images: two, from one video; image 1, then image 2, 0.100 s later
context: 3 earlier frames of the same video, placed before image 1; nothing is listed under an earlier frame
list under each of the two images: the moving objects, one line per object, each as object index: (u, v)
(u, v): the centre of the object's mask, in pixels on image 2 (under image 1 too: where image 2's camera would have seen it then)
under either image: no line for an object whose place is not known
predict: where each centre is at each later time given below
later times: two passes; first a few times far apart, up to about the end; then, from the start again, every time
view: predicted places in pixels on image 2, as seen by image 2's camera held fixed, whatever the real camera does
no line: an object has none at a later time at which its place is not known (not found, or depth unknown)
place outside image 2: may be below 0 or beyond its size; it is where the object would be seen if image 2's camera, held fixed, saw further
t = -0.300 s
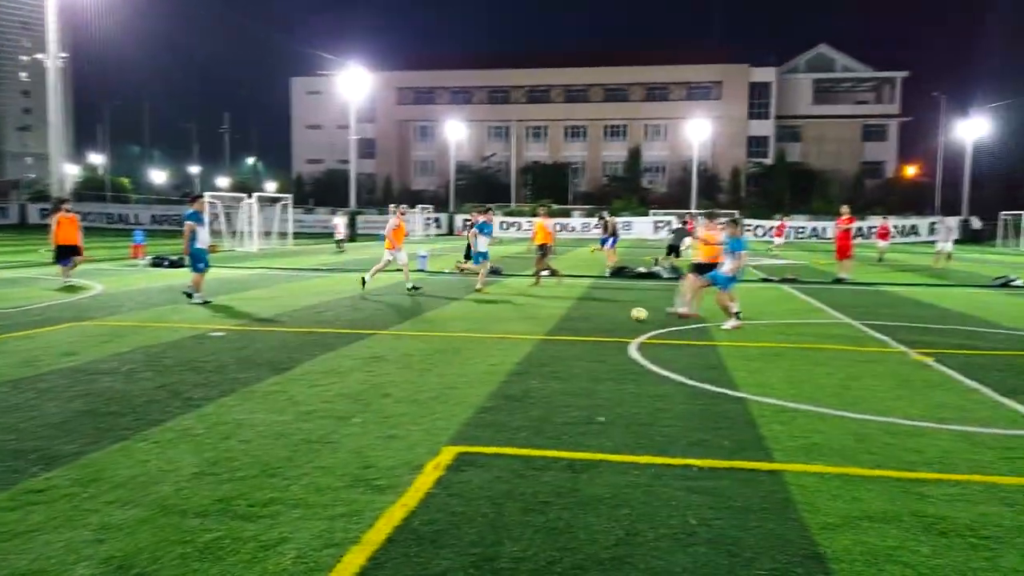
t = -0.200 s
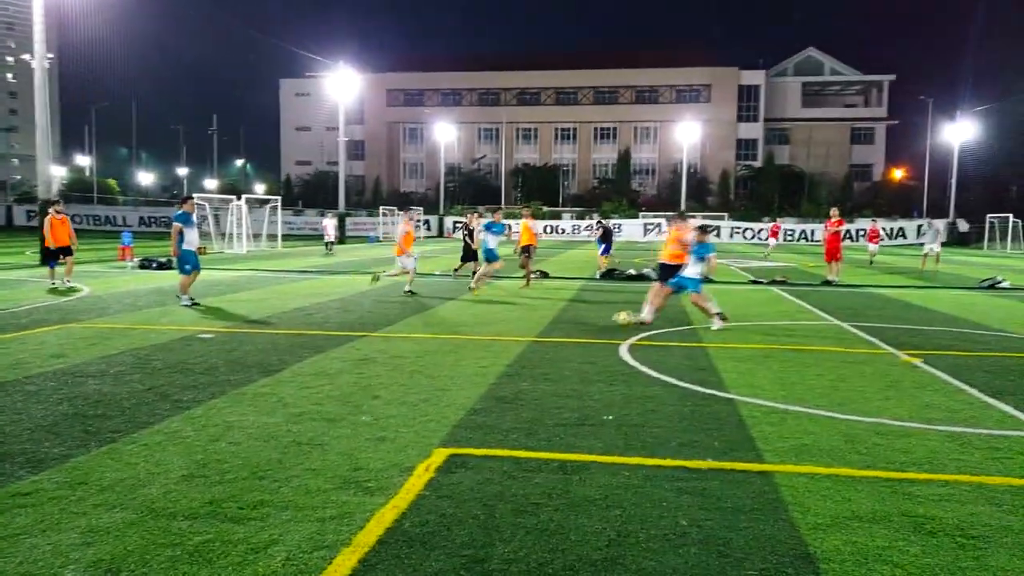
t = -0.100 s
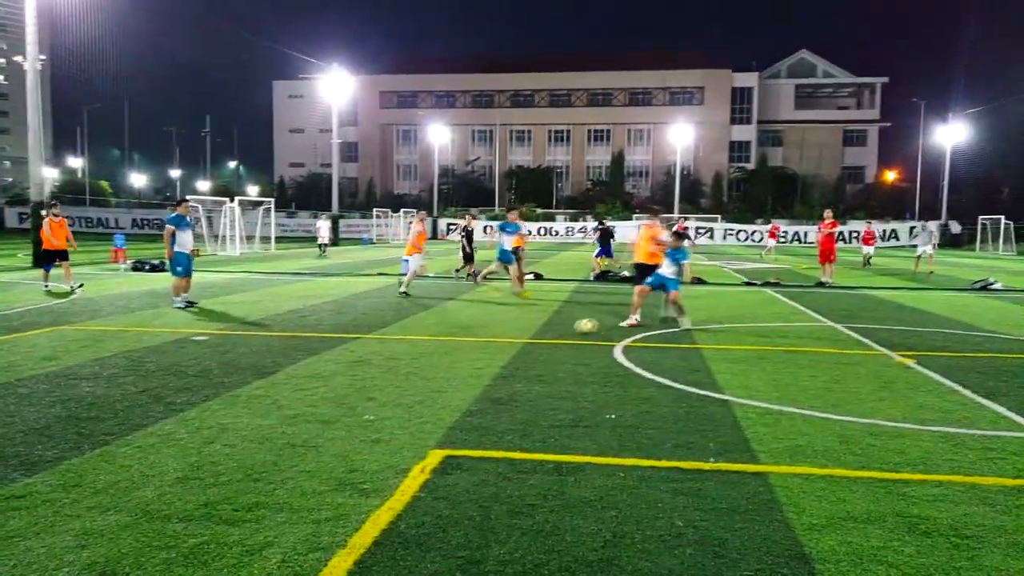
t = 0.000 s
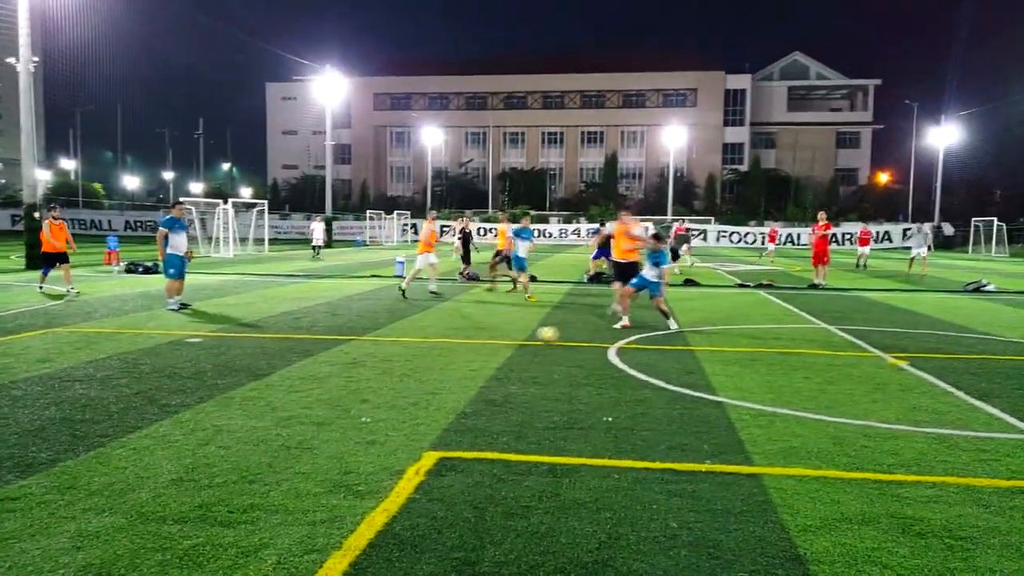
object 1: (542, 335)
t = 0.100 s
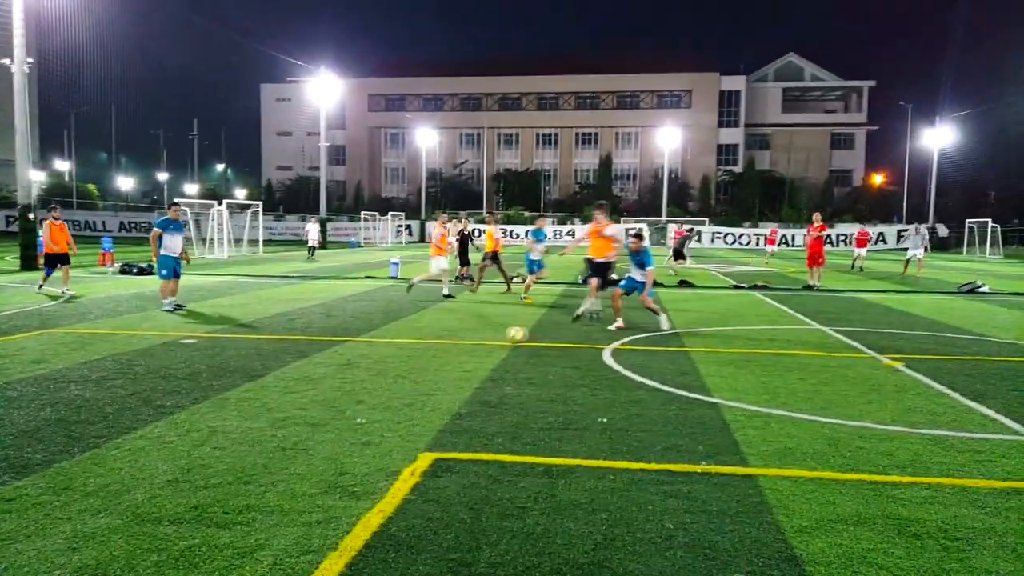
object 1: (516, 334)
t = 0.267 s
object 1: (465, 354)
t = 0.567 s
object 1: (384, 376)
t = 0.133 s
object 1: (506, 336)
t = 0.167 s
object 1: (496, 338)
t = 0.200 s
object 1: (486, 342)
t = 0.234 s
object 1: (475, 347)
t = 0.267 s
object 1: (465, 354)
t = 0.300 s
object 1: (456, 354)
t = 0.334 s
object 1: (448, 355)
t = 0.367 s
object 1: (440, 357)
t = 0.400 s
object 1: (431, 360)
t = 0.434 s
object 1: (423, 364)
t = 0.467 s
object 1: (413, 368)
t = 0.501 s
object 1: (404, 369)
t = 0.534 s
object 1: (395, 372)
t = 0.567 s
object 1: (384, 376)
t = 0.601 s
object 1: (374, 380)
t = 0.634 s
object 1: (363, 383)
